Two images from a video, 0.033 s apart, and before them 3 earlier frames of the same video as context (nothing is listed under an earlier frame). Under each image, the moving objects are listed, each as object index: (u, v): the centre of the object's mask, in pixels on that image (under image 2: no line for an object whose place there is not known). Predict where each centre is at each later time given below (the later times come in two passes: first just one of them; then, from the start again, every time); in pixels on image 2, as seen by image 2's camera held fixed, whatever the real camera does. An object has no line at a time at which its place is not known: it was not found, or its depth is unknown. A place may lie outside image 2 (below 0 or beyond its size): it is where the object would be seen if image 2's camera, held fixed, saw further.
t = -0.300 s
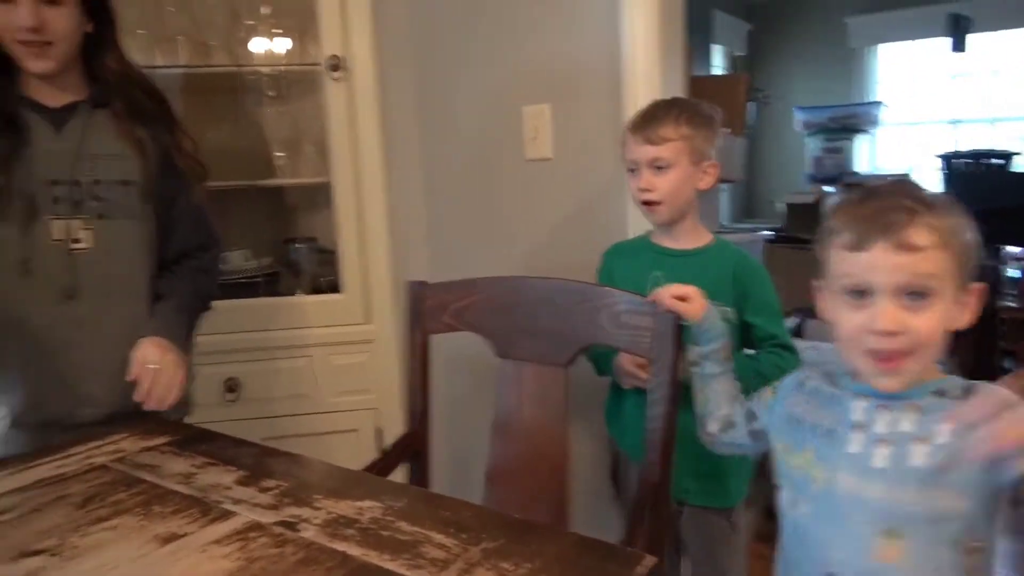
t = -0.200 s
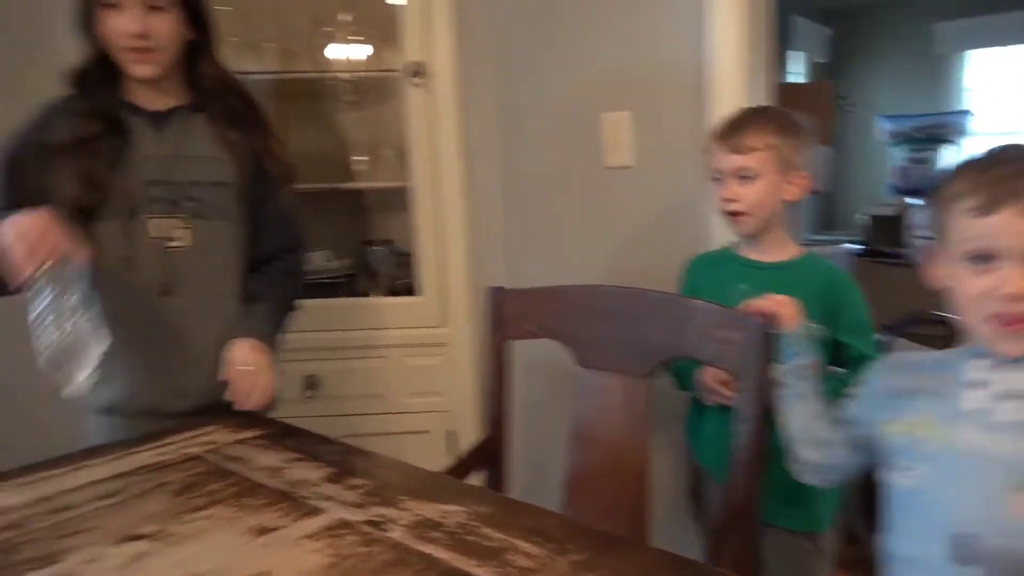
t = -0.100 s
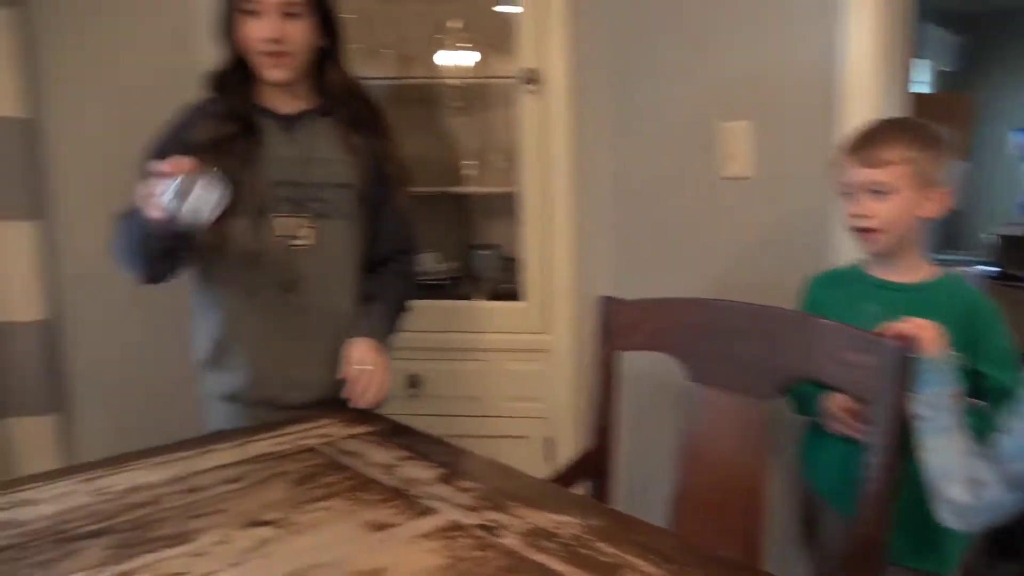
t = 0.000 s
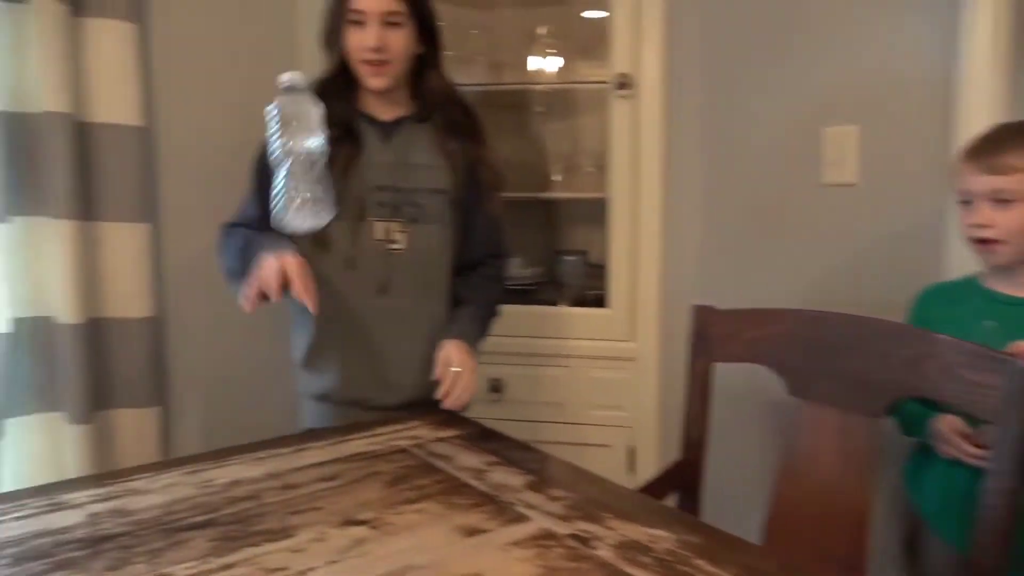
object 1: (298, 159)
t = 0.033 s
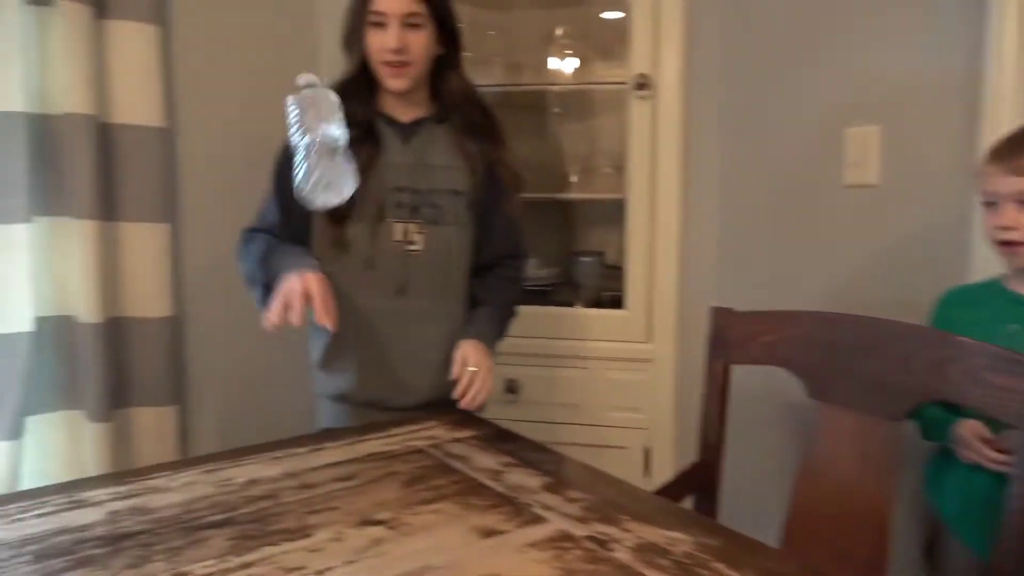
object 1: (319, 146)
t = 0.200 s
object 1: (325, 203)
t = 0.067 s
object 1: (322, 138)
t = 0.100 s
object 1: (326, 135)
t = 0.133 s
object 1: (324, 144)
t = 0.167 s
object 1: (324, 168)
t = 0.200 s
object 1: (325, 203)
